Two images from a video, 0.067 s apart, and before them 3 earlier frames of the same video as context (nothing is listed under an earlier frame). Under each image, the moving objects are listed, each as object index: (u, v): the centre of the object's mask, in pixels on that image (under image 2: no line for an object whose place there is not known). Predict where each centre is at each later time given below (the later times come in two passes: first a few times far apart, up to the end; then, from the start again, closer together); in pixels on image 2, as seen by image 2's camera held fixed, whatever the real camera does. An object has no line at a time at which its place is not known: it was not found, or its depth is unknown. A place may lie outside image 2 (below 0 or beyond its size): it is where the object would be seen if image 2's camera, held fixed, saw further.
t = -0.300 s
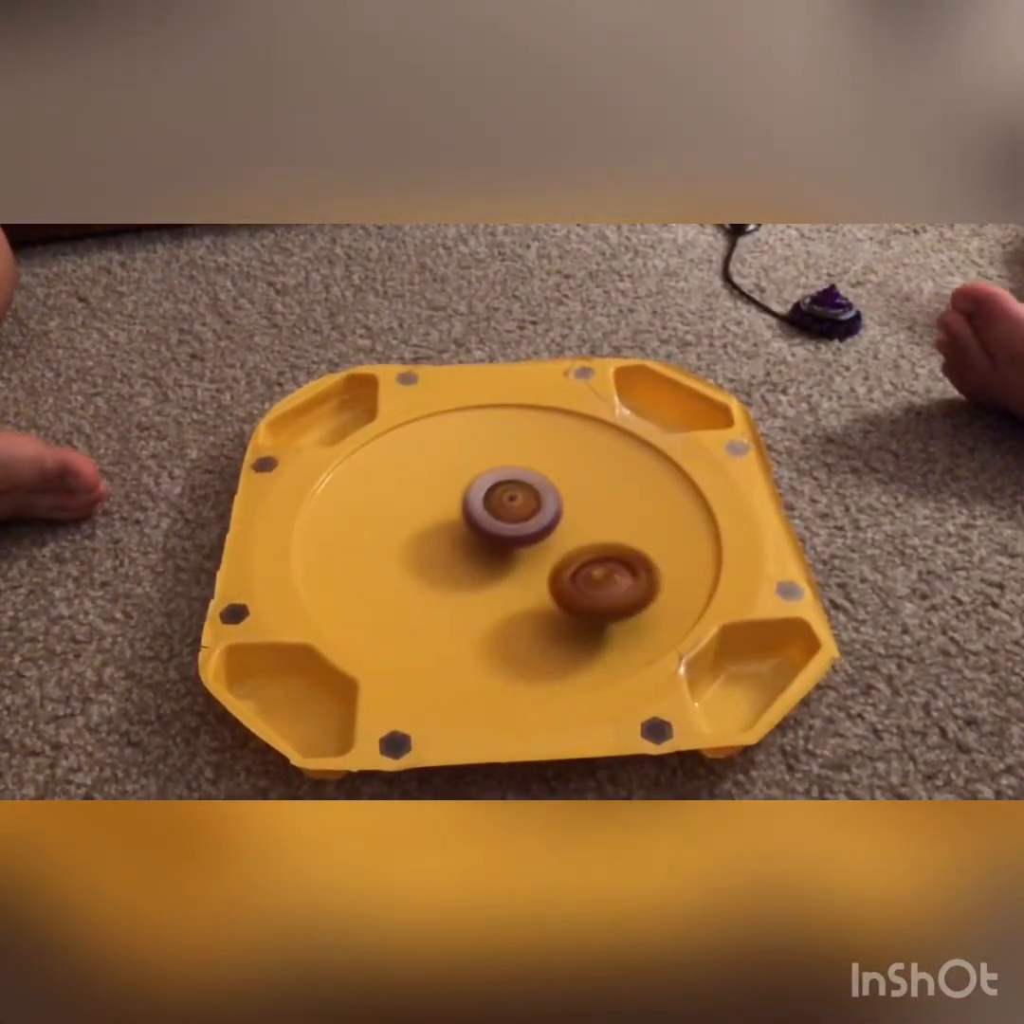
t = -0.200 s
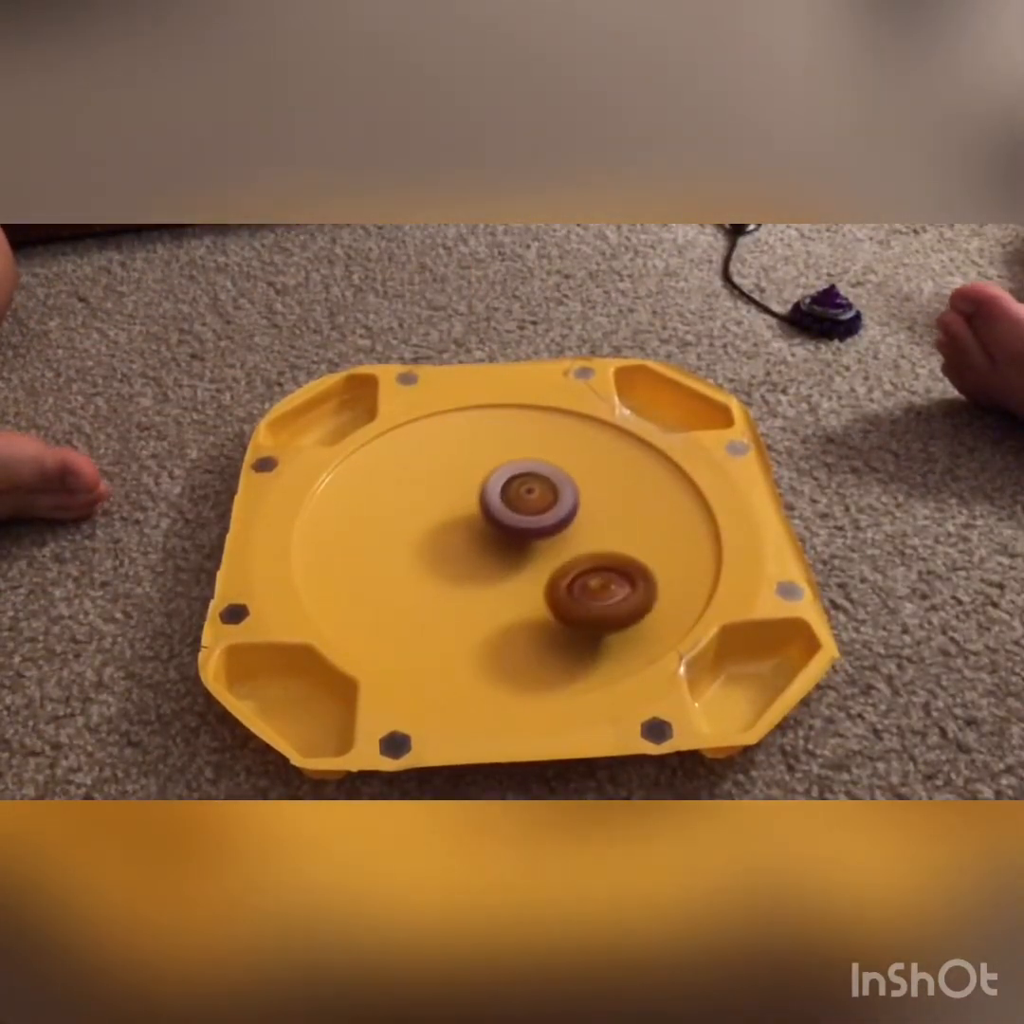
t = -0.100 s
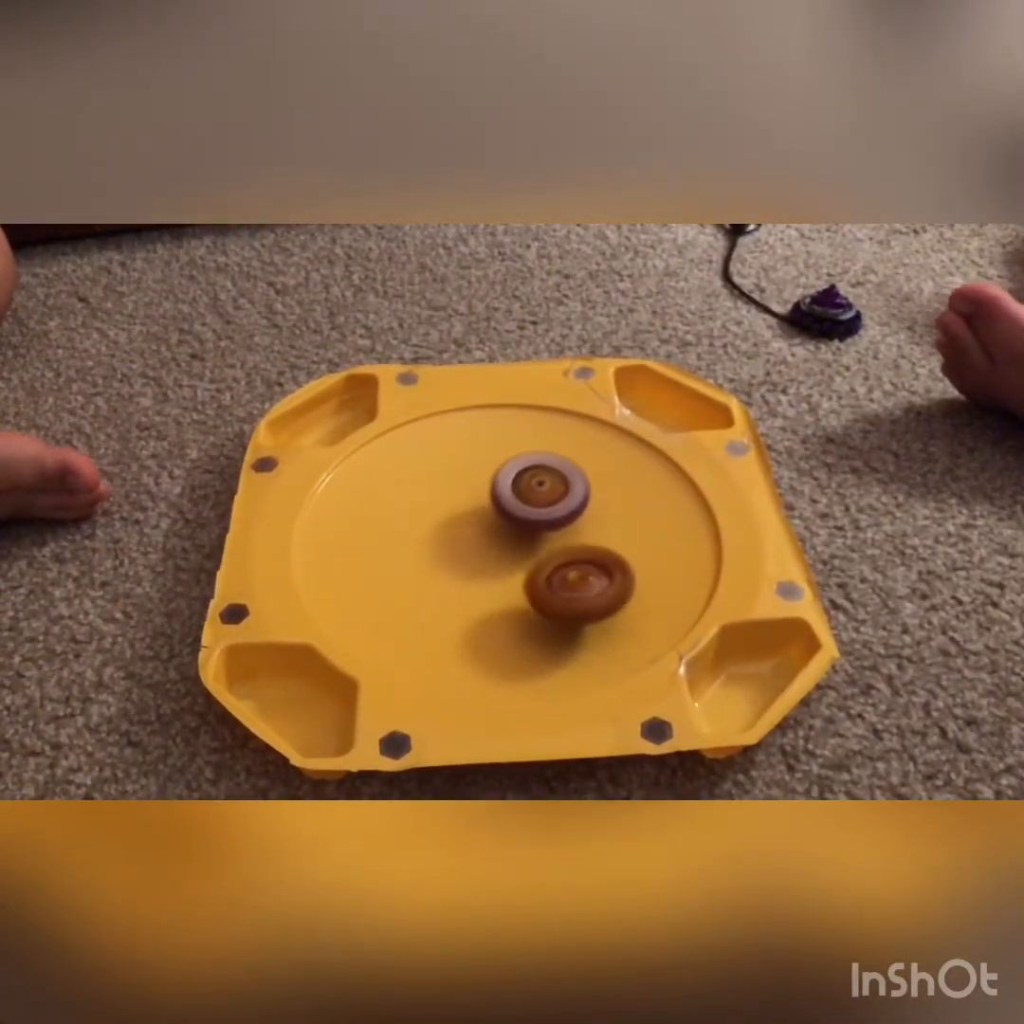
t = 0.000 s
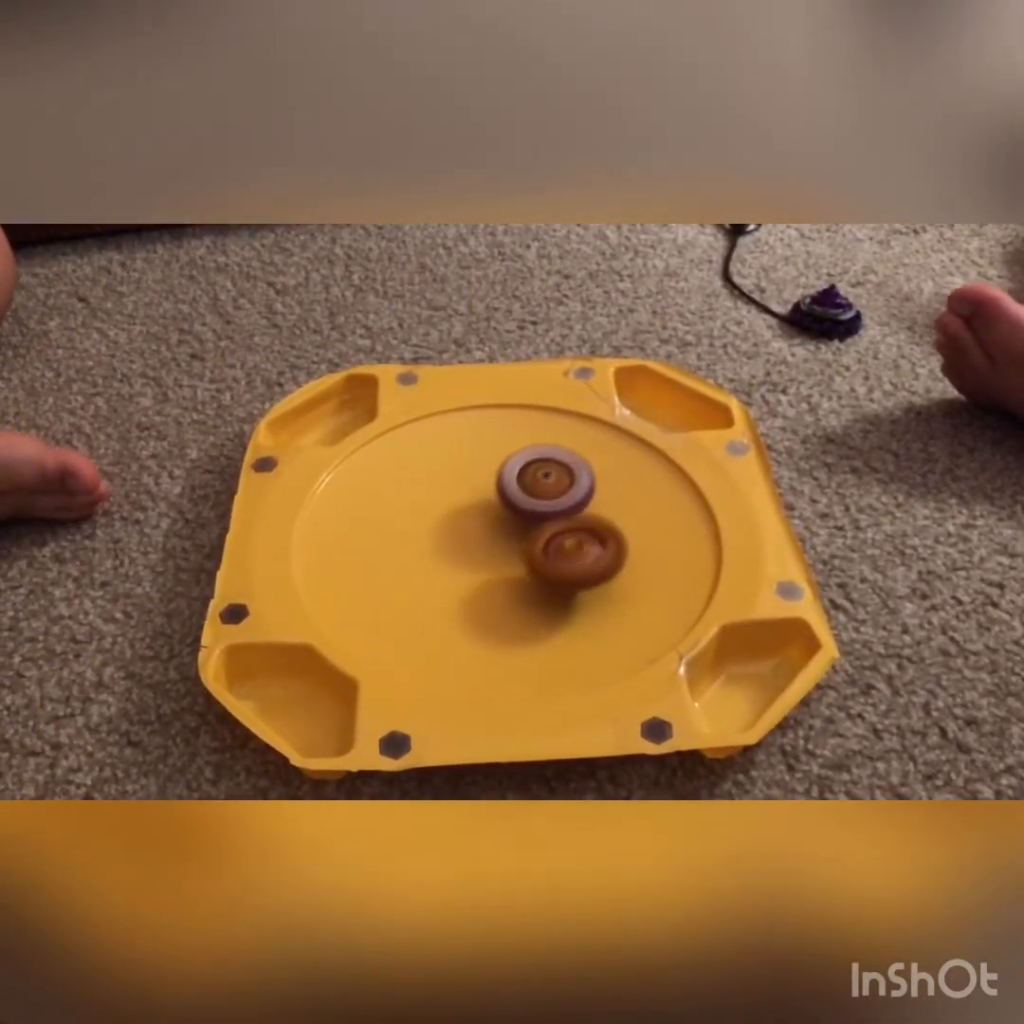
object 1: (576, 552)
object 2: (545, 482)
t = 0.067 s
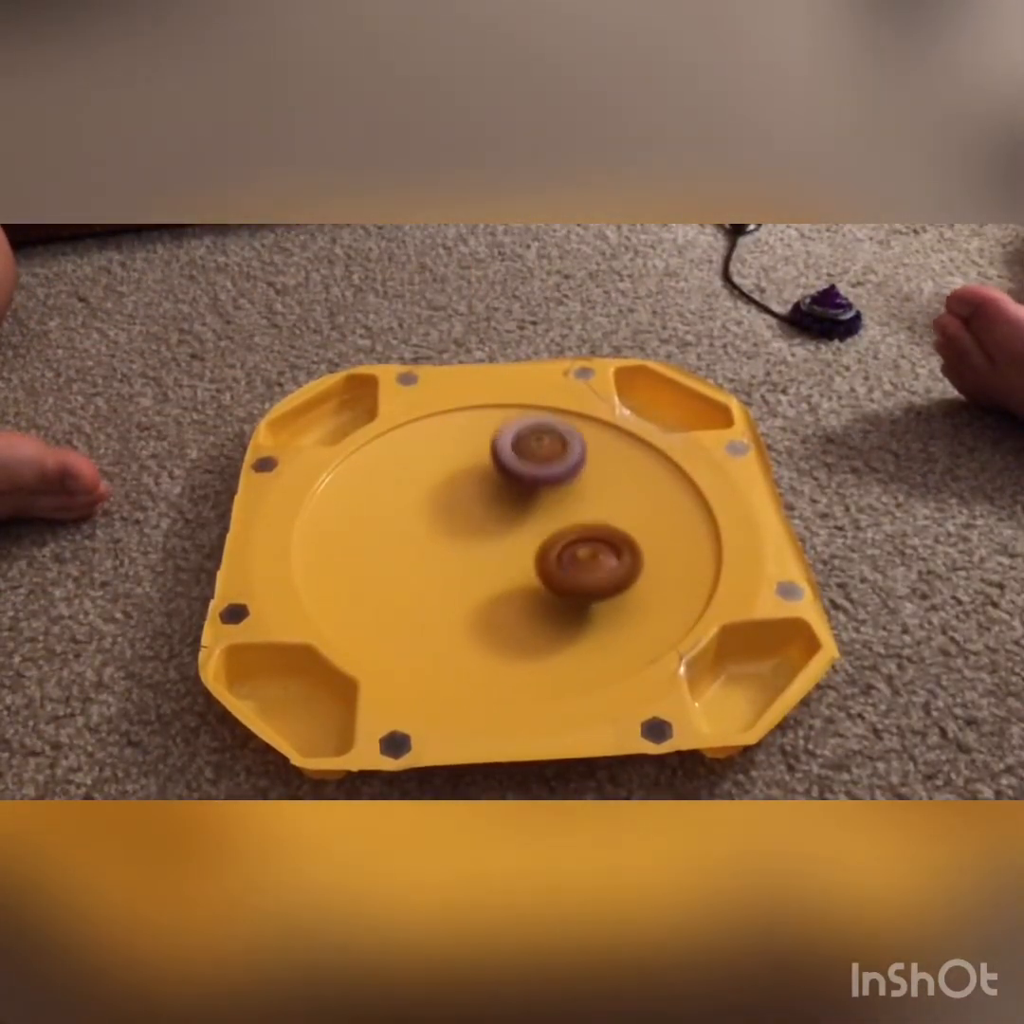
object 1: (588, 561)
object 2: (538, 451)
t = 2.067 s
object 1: (575, 483)
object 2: (469, 568)
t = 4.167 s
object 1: (585, 569)
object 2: (489, 491)
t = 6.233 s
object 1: (436, 583)
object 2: (478, 464)
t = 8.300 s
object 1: (461, 535)
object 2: (587, 548)
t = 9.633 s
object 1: (486, 541)
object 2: (571, 491)
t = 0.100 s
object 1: (588, 568)
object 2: (533, 440)
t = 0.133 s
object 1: (582, 574)
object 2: (527, 433)
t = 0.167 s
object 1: (572, 578)
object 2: (519, 430)
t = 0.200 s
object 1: (561, 578)
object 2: (512, 428)
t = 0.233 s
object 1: (550, 574)
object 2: (504, 427)
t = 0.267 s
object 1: (540, 568)
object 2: (496, 428)
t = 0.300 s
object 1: (533, 558)
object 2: (488, 429)
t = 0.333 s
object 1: (532, 547)
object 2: (480, 433)
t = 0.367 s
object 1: (535, 535)
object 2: (473, 437)
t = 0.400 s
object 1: (545, 524)
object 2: (467, 444)
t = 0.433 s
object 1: (559, 515)
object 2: (462, 449)
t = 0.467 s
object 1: (577, 508)
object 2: (458, 456)
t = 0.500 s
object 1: (596, 506)
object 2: (456, 464)
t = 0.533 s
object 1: (611, 510)
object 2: (455, 471)
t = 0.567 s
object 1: (621, 516)
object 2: (455, 480)
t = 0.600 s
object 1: (624, 523)
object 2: (457, 488)
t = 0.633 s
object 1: (621, 530)
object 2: (460, 497)
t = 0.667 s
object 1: (612, 537)
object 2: (464, 504)
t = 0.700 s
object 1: (596, 542)
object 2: (469, 512)
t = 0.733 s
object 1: (580, 542)
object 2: (475, 520)
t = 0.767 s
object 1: (579, 546)
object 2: (464, 519)
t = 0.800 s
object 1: (579, 550)
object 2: (447, 516)
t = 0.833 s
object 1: (576, 553)
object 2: (437, 515)
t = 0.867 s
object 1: (570, 554)
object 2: (430, 516)
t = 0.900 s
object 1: (563, 553)
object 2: (424, 520)
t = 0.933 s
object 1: (555, 551)
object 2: (423, 525)
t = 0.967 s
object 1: (549, 546)
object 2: (423, 531)
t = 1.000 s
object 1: (546, 539)
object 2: (426, 536)
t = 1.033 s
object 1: (544, 532)
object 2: (431, 542)
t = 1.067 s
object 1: (546, 525)
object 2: (437, 548)
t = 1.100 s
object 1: (550, 518)
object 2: (445, 551)
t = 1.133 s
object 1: (556, 512)
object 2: (453, 556)
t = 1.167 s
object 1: (563, 508)
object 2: (462, 558)
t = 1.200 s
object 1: (571, 506)
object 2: (471, 560)
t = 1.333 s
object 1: (593, 509)
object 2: (504, 561)
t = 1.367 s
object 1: (604, 508)
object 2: (502, 562)
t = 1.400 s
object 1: (614, 509)
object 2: (502, 562)
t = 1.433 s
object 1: (619, 512)
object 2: (503, 562)
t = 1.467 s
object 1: (621, 515)
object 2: (505, 561)
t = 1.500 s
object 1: (620, 519)
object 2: (506, 560)
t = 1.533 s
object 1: (615, 523)
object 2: (509, 558)
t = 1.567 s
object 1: (614, 524)
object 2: (500, 556)
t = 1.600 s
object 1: (635, 517)
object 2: (459, 562)
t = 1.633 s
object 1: (654, 512)
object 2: (422, 566)
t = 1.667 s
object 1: (671, 510)
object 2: (390, 569)
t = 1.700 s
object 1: (684, 512)
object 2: (362, 574)
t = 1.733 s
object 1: (692, 518)
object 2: (338, 580)
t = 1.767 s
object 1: (688, 529)
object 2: (328, 582)
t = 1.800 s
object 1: (675, 538)
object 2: (340, 583)
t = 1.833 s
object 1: (660, 542)
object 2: (355, 587)
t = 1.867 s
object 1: (638, 542)
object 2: (373, 586)
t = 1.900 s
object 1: (619, 538)
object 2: (390, 586)
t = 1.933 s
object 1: (603, 530)
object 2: (408, 585)
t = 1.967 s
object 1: (590, 520)
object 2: (426, 582)
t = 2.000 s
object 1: (581, 508)
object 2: (442, 579)
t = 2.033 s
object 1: (576, 495)
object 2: (457, 573)
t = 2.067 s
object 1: (575, 483)
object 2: (469, 568)
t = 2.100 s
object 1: (578, 470)
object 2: (478, 562)
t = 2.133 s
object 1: (583, 458)
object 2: (485, 555)
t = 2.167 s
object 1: (592, 449)
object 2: (488, 549)
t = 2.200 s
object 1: (602, 442)
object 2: (488, 542)
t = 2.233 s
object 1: (614, 441)
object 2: (486, 536)
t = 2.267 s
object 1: (624, 445)
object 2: (482, 531)
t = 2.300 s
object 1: (628, 454)
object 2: (477, 525)
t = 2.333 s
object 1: (623, 464)
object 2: (472, 520)
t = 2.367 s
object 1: (612, 474)
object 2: (467, 515)
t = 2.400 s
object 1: (594, 482)
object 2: (462, 510)
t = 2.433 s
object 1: (575, 486)
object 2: (458, 506)
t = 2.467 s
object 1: (555, 489)
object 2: (453, 502)
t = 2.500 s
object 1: (550, 487)
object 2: (438, 499)
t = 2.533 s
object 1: (548, 486)
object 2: (424, 495)
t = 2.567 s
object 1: (546, 485)
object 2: (414, 493)
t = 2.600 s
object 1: (542, 485)
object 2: (407, 492)
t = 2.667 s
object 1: (533, 485)
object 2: (401, 493)
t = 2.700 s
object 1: (528, 485)
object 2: (400, 494)
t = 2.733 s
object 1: (522, 485)
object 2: (401, 494)
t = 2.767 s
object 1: (515, 485)
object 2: (403, 497)
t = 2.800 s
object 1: (509, 485)
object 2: (406, 499)
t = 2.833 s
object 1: (509, 484)
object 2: (405, 501)
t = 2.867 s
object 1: (514, 483)
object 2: (403, 503)
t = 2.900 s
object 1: (519, 484)
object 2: (404, 505)
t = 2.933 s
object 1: (523, 487)
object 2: (406, 506)
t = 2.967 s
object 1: (526, 491)
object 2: (410, 507)
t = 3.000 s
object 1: (527, 497)
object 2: (414, 509)
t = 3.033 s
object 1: (525, 503)
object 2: (419, 510)
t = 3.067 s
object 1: (526, 509)
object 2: (419, 511)
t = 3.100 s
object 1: (527, 515)
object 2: (420, 512)
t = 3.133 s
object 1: (529, 521)
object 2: (419, 513)
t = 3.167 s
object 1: (532, 528)
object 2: (418, 514)
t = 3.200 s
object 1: (532, 537)
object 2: (418, 516)
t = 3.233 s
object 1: (528, 546)
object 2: (421, 518)
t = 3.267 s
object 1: (521, 554)
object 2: (423, 518)
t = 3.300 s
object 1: (522, 563)
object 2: (415, 514)
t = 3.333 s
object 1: (520, 572)
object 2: (409, 512)
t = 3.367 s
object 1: (513, 580)
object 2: (407, 511)
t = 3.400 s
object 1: (502, 585)
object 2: (408, 512)
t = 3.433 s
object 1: (490, 586)
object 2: (409, 513)
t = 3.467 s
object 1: (479, 583)
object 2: (410, 514)
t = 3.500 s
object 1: (473, 578)
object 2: (412, 515)
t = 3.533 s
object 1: (477, 580)
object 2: (410, 508)
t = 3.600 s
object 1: (485, 585)
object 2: (410, 501)
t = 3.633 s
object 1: (490, 586)
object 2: (412, 499)
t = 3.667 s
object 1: (494, 586)
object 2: (414, 499)
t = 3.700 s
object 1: (497, 587)
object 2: (417, 499)
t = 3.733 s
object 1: (501, 586)
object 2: (420, 499)
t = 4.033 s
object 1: (548, 563)
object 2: (476, 504)
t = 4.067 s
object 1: (554, 560)
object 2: (483, 504)
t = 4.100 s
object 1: (564, 559)
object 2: (487, 502)
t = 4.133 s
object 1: (576, 563)
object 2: (486, 496)
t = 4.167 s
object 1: (585, 569)
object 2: (489, 491)
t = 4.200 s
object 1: (591, 575)
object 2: (491, 489)
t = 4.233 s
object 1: (592, 582)
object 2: (494, 487)
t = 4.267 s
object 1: (588, 588)
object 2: (498, 486)
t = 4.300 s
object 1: (581, 589)
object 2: (501, 486)
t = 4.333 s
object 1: (573, 589)
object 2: (504, 486)
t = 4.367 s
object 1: (563, 586)
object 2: (507, 487)
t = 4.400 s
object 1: (553, 582)
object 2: (511, 488)
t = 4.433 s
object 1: (544, 573)
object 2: (514, 489)
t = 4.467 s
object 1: (539, 565)
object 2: (518, 490)
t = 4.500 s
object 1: (542, 567)
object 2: (516, 482)
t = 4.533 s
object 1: (545, 581)
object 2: (510, 457)
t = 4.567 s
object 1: (545, 593)
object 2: (505, 433)
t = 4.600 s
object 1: (540, 603)
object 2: (500, 418)
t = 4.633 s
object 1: (532, 614)
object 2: (496, 408)
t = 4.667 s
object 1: (522, 621)
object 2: (489, 403)
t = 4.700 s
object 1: (510, 626)
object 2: (482, 401)
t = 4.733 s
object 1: (496, 626)
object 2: (475, 402)
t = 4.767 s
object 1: (482, 623)
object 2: (468, 404)
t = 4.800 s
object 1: (471, 617)
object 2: (462, 409)
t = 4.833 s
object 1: (463, 608)
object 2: (456, 416)
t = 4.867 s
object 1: (459, 598)
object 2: (453, 423)
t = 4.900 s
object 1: (458, 587)
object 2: (450, 429)
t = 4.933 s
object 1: (460, 576)
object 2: (447, 437)
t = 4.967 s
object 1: (465, 565)
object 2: (448, 446)
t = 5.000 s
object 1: (473, 554)
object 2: (447, 455)
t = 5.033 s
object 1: (483, 547)
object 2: (449, 464)
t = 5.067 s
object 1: (493, 538)
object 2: (451, 470)
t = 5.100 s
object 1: (508, 534)
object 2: (449, 468)
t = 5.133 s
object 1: (524, 534)
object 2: (449, 468)
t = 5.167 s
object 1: (540, 532)
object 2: (451, 471)
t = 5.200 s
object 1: (554, 532)
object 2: (453, 476)
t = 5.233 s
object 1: (569, 532)
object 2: (456, 482)
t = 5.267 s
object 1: (581, 534)
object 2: (458, 488)
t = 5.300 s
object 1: (592, 536)
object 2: (462, 495)
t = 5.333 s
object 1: (600, 541)
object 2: (467, 501)
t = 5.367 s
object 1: (606, 546)
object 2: (472, 507)
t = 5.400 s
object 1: (607, 553)
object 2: (477, 513)
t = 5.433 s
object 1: (605, 557)
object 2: (483, 518)
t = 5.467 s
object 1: (599, 560)
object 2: (490, 524)
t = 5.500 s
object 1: (595, 563)
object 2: (497, 529)
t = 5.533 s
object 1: (595, 567)
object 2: (496, 530)
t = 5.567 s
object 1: (593, 570)
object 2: (496, 531)
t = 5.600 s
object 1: (588, 573)
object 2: (497, 533)
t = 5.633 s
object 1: (586, 577)
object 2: (498, 532)
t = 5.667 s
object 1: (582, 581)
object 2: (498, 531)
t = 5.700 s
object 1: (575, 585)
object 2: (499, 531)
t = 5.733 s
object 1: (568, 587)
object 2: (500, 530)
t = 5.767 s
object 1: (564, 593)
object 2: (498, 527)
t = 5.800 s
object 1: (556, 598)
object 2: (495, 524)
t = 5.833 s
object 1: (546, 601)
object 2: (495, 523)
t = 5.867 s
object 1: (536, 603)
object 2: (493, 523)
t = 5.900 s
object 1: (527, 601)
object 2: (493, 522)
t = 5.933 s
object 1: (516, 597)
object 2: (492, 523)
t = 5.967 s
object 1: (509, 599)
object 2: (493, 514)
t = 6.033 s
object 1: (486, 611)
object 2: (494, 487)
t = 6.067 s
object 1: (473, 613)
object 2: (493, 479)
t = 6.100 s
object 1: (461, 611)
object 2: (491, 473)
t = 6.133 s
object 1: (449, 608)
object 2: (488, 469)
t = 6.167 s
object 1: (441, 601)
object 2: (484, 467)
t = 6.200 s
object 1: (437, 592)
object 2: (481, 465)
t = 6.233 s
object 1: (436, 583)
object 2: (478, 464)
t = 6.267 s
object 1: (439, 573)
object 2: (476, 463)
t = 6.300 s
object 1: (445, 565)
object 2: (474, 463)
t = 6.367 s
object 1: (462, 549)
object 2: (470, 464)
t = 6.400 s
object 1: (473, 542)
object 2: (469, 465)
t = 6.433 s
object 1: (487, 540)
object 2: (468, 462)
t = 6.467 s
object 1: (499, 540)
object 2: (468, 454)
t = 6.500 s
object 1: (514, 543)
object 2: (468, 452)
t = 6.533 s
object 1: (527, 546)
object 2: (468, 452)
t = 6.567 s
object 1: (538, 550)
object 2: (468, 452)
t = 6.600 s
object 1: (549, 554)
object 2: (468, 454)
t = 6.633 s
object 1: (557, 559)
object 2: (468, 456)
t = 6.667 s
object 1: (564, 565)
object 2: (469, 458)
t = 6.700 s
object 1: (567, 570)
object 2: (471, 462)
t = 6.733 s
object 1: (566, 575)
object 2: (473, 466)
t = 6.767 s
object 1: (563, 578)
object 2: (475, 470)
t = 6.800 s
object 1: (558, 579)
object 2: (477, 474)
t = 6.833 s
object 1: (552, 579)
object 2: (480, 479)
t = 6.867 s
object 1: (546, 577)
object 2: (483, 484)
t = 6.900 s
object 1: (539, 573)
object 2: (487, 489)
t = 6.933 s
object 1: (533, 567)
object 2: (490, 494)
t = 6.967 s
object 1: (531, 566)
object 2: (494, 496)
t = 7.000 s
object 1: (527, 569)
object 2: (497, 493)
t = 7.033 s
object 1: (521, 573)
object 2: (500, 492)
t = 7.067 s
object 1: (516, 574)
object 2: (504, 493)
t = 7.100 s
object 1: (509, 574)
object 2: (506, 496)
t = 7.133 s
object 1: (502, 573)
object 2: (509, 498)
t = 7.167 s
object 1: (494, 574)
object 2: (515, 498)
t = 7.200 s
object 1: (484, 573)
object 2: (520, 498)
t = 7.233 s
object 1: (474, 572)
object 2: (525, 499)
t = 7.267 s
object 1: (466, 568)
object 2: (529, 501)
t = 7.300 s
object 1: (460, 563)
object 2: (532, 503)
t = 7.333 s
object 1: (455, 558)
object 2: (534, 505)
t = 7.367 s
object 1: (453, 551)
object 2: (537, 507)
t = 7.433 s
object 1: (438, 543)
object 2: (548, 508)
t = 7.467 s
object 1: (434, 538)
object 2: (551, 510)
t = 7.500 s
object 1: (433, 532)
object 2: (553, 512)
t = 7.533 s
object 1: (436, 525)
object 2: (553, 514)
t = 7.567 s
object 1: (441, 519)
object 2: (553, 517)
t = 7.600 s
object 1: (448, 515)
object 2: (554, 519)
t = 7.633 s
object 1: (436, 510)
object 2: (579, 522)
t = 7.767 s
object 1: (395, 485)
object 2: (655, 530)
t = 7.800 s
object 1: (389, 477)
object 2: (664, 531)
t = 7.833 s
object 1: (387, 471)
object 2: (669, 530)
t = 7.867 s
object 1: (388, 466)
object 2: (673, 530)
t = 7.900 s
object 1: (392, 462)
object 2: (674, 530)
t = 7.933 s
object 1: (398, 462)
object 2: (672, 530)
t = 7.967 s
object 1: (405, 463)
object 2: (669, 530)
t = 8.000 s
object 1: (414, 466)
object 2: (664, 531)
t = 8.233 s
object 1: (468, 521)
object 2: (597, 541)
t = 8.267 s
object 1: (473, 529)
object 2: (582, 543)
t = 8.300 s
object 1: (461, 535)
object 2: (587, 548)
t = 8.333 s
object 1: (453, 540)
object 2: (592, 554)
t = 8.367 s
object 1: (445, 543)
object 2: (593, 557)
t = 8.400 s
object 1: (436, 547)
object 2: (591, 559)
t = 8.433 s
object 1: (429, 550)
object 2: (587, 561)
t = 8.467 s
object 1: (423, 551)
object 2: (583, 562)
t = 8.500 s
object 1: (417, 550)
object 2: (579, 562)
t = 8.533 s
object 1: (413, 549)
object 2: (574, 562)
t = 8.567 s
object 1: (412, 548)
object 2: (568, 562)
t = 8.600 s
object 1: (413, 546)
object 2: (561, 562)
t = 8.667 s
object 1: (422, 543)
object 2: (543, 560)
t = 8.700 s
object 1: (424, 542)
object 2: (538, 558)
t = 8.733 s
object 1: (417, 540)
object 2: (546, 556)
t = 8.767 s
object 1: (409, 536)
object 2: (552, 554)
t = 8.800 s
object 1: (407, 532)
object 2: (553, 551)
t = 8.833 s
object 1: (406, 528)
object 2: (552, 549)
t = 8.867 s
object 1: (407, 524)
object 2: (550, 546)
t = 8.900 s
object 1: (411, 521)
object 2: (548, 544)
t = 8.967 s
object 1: (426, 518)
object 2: (545, 538)
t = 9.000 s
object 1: (434, 517)
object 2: (542, 536)
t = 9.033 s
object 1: (433, 516)
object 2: (552, 535)
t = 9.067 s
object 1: (427, 512)
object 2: (572, 534)
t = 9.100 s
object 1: (418, 509)
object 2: (585, 530)
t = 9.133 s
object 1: (415, 504)
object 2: (592, 526)
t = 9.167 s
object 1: (413, 501)
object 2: (598, 520)
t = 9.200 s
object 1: (412, 499)
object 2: (600, 515)
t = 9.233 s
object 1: (413, 498)
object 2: (601, 511)
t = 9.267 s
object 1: (416, 496)
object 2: (601, 508)
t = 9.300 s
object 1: (420, 496)
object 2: (601, 505)
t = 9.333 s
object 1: (426, 497)
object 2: (600, 503)
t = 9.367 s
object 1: (434, 501)
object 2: (599, 500)
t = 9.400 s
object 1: (440, 504)
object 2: (596, 498)
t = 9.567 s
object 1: (474, 529)
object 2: (581, 492)
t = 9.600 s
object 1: (480, 535)
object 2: (577, 491)
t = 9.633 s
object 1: (486, 541)
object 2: (571, 491)
